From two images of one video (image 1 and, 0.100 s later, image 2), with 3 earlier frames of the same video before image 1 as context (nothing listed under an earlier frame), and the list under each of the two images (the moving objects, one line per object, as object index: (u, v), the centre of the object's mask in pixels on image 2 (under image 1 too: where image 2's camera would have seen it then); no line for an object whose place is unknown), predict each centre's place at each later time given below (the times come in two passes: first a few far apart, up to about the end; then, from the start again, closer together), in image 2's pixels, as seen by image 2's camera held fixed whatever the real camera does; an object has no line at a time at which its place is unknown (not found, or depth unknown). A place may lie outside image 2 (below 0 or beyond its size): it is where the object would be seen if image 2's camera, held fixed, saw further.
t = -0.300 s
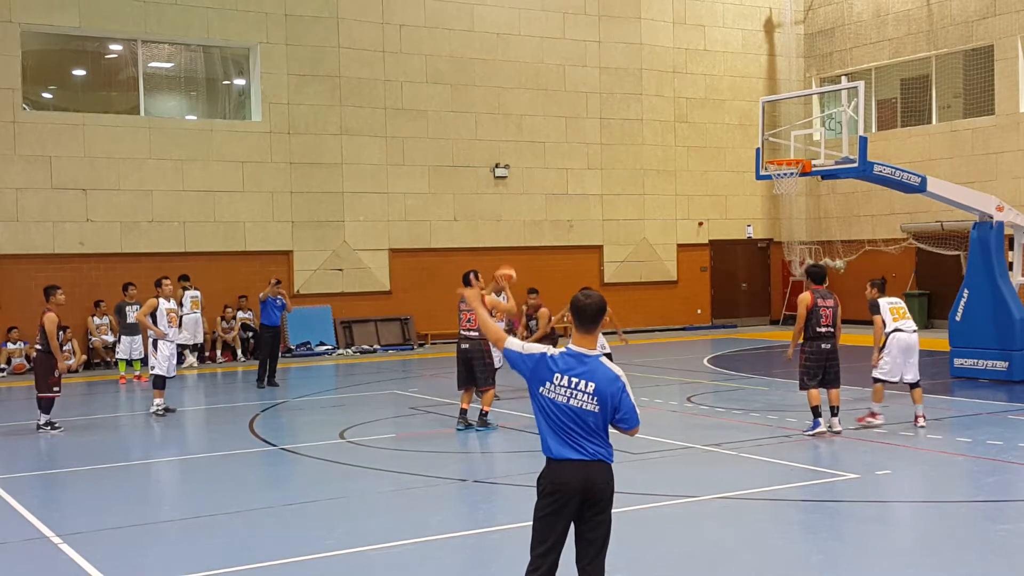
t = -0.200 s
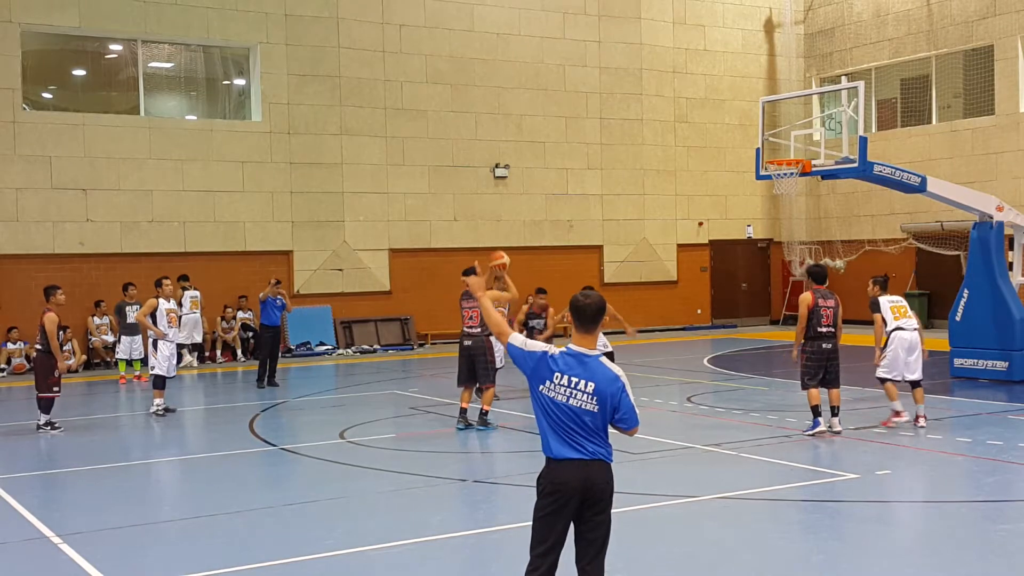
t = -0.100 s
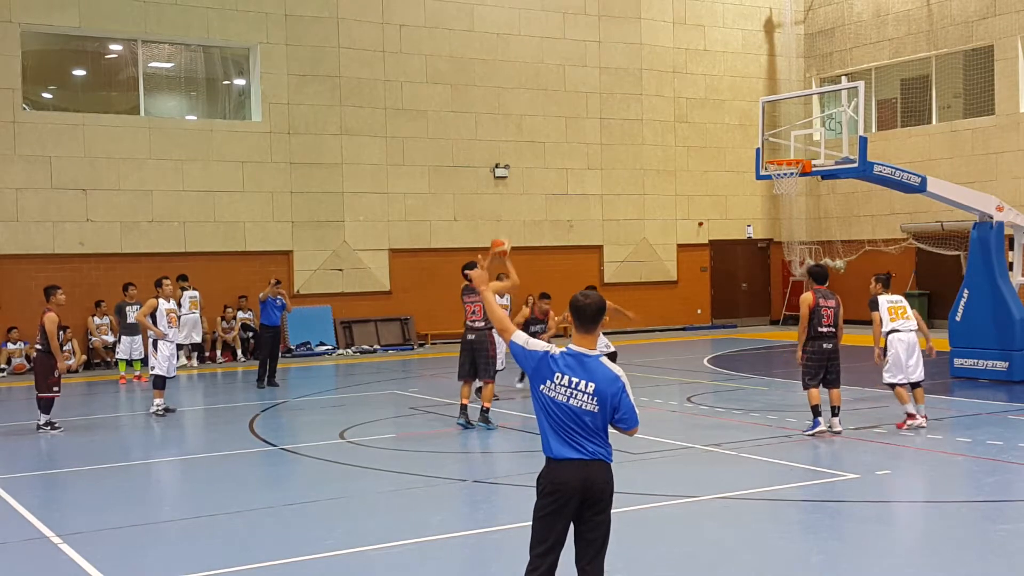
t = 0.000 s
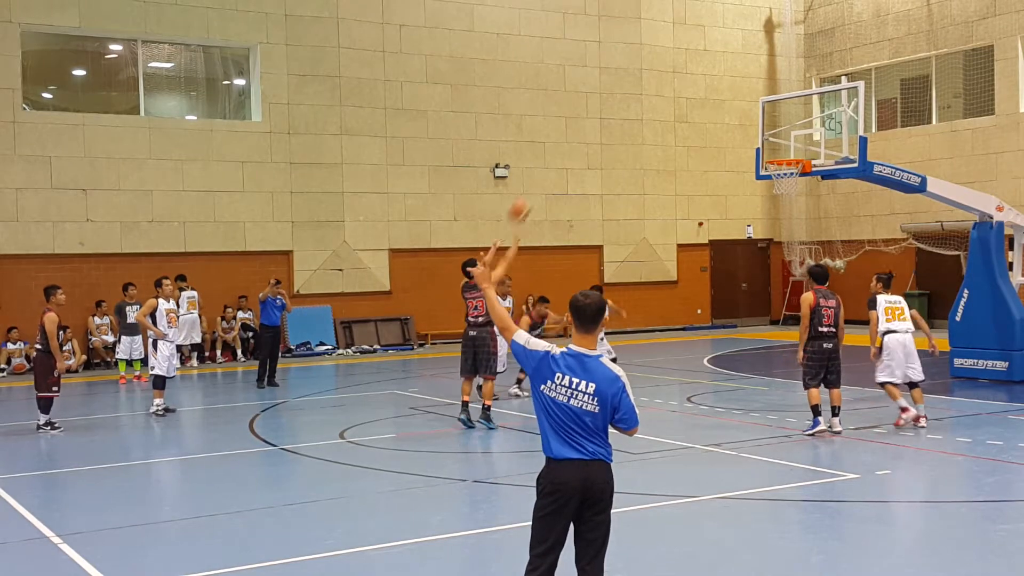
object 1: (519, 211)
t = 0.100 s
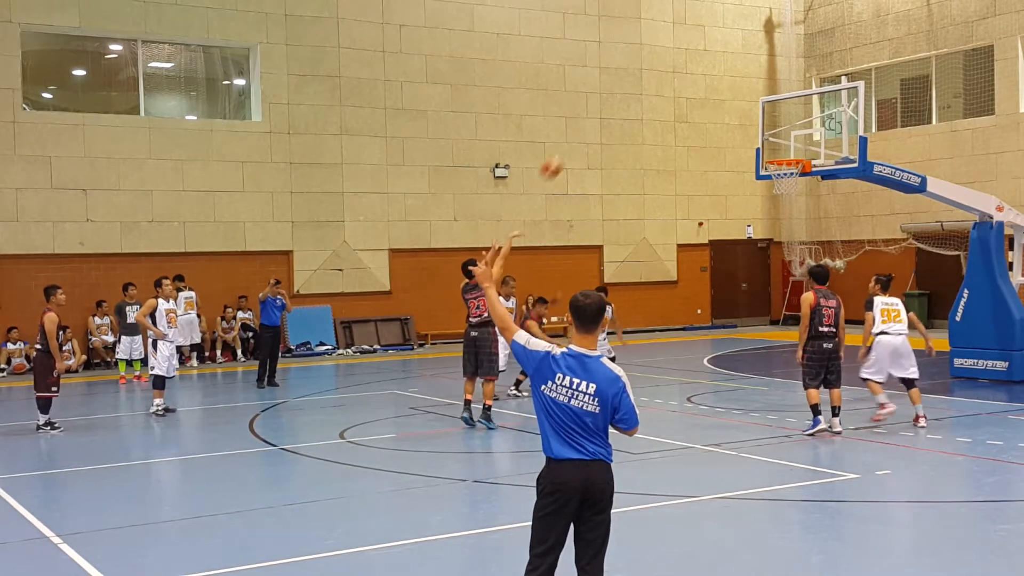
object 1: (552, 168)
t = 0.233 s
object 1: (592, 124)
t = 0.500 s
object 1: (670, 83)
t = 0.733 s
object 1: (733, 93)
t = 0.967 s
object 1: (793, 143)
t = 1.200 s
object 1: (788, 132)
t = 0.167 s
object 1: (572, 144)
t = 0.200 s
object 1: (582, 133)
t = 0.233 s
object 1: (592, 124)
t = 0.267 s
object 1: (602, 115)
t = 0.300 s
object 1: (612, 107)
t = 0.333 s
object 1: (621, 102)
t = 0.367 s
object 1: (630, 96)
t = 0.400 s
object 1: (641, 91)
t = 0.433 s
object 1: (651, 87)
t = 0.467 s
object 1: (660, 85)
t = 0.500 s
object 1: (670, 83)
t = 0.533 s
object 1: (679, 81)
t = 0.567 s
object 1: (688, 81)
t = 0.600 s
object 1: (697, 82)
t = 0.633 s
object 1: (706, 83)
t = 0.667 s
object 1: (715, 85)
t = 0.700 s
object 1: (723, 89)
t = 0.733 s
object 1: (733, 93)
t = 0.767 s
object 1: (741, 98)
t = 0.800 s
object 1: (750, 104)
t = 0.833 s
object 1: (759, 111)
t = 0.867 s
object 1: (768, 118)
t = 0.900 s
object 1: (776, 124)
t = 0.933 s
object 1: (785, 134)
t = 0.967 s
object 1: (793, 143)
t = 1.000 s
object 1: (801, 150)
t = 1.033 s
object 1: (799, 146)
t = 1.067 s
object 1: (797, 142)
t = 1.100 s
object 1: (794, 139)
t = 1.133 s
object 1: (792, 135)
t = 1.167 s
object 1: (790, 133)
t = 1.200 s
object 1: (788, 132)
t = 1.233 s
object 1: (785, 130)
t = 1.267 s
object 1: (783, 130)
